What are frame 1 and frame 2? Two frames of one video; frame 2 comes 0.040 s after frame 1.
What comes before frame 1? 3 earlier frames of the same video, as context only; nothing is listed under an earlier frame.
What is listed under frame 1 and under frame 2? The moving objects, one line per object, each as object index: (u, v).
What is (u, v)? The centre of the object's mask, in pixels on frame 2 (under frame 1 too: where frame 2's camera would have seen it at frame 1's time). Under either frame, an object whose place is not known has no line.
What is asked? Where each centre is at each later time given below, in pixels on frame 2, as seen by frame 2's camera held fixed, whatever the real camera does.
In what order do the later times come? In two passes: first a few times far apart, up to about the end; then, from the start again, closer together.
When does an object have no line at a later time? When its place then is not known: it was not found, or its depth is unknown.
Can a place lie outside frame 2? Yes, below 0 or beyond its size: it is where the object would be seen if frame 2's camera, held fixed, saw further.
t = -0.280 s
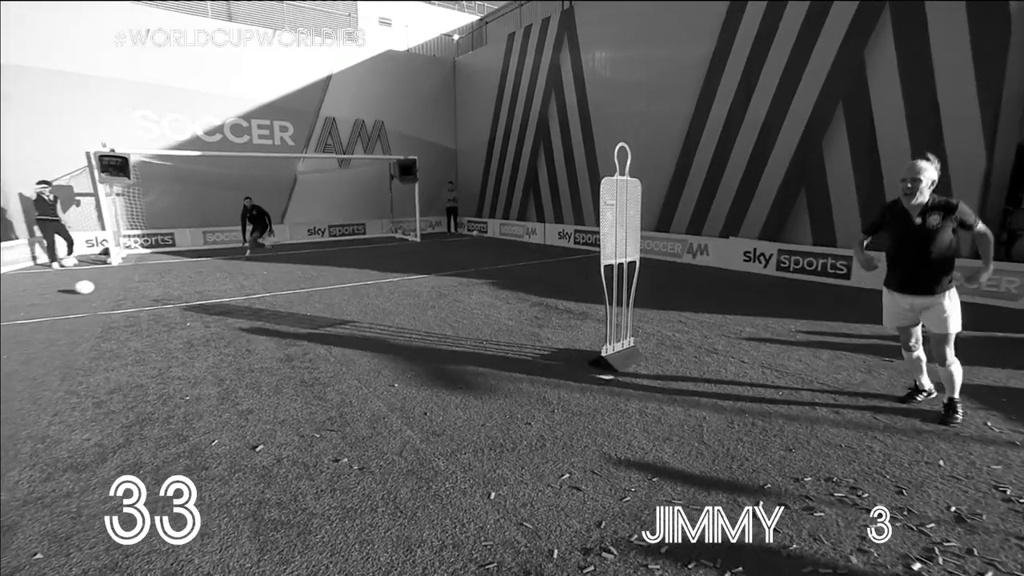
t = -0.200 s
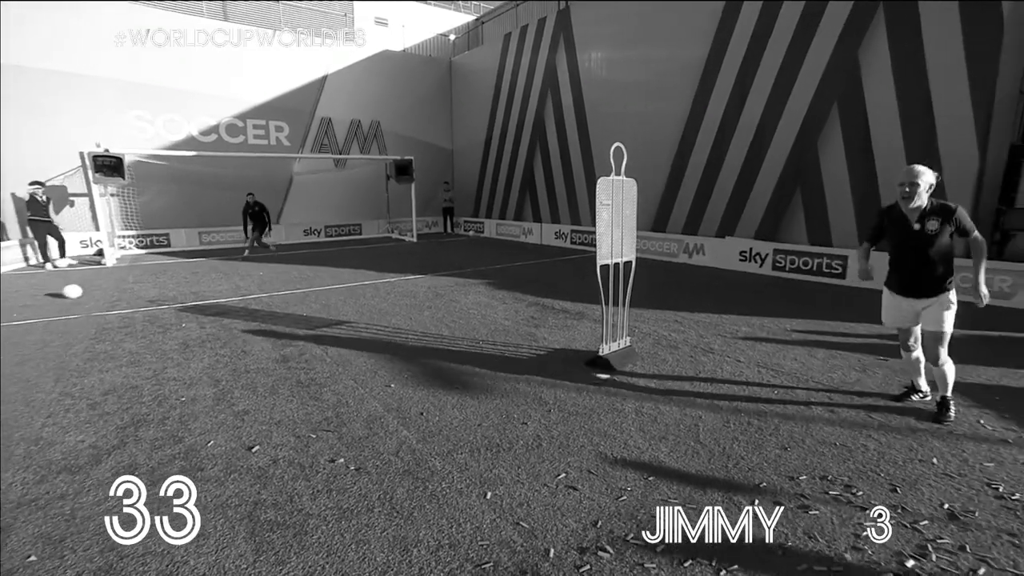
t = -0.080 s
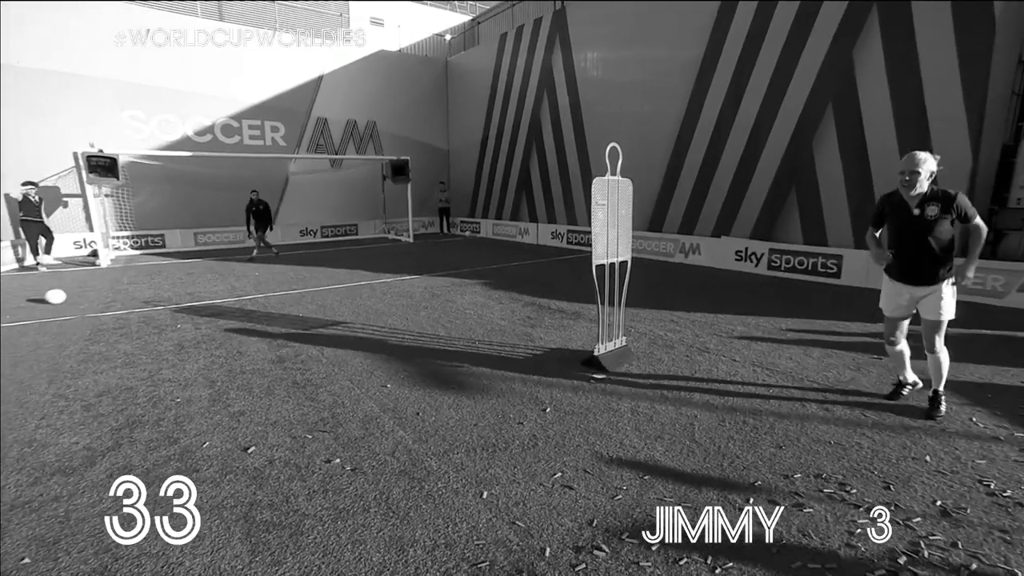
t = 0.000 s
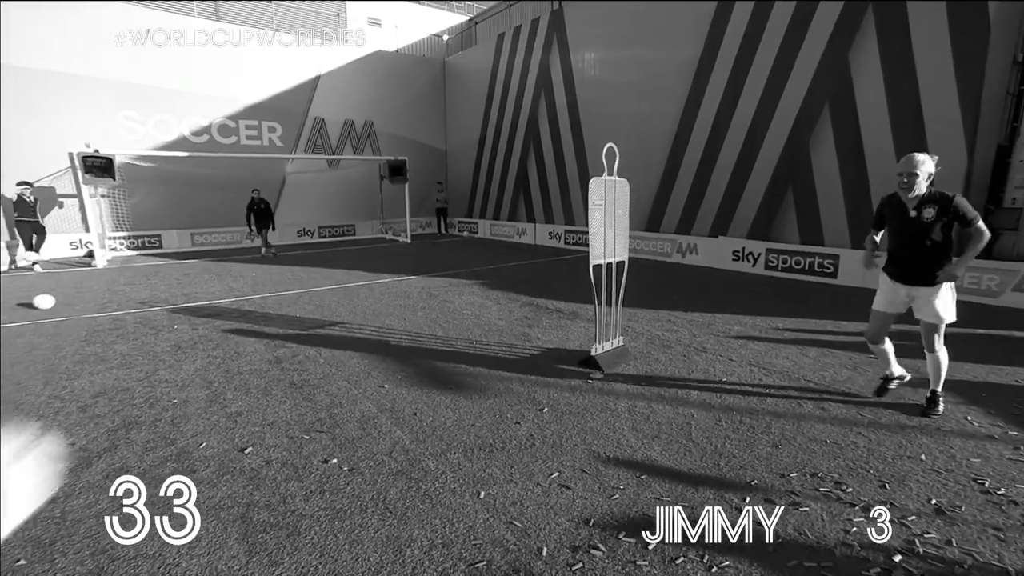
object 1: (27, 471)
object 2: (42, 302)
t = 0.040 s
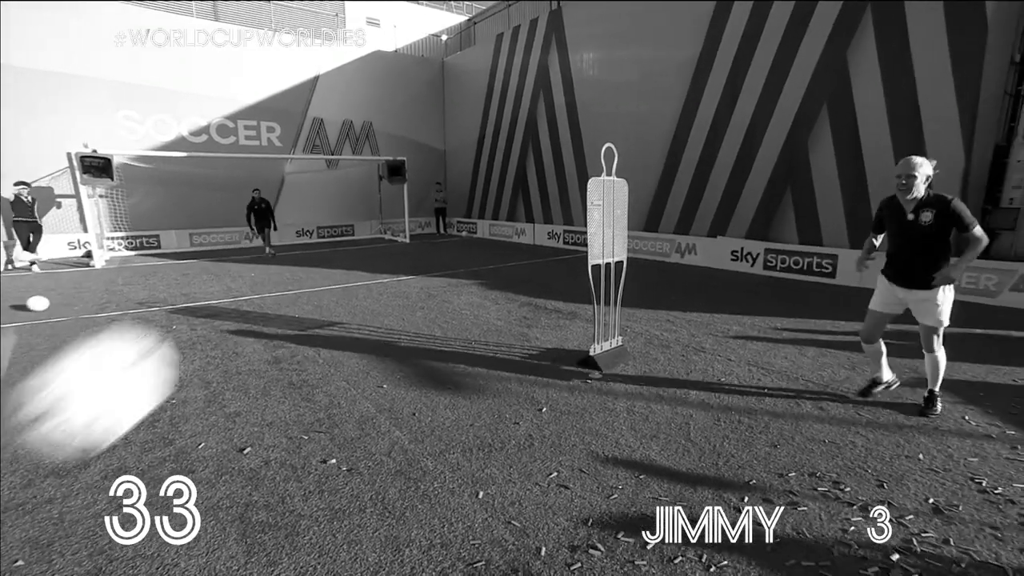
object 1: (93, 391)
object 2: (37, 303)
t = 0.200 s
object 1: (468, 133)
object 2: (20, 309)
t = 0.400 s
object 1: (728, 58)
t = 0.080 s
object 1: (209, 304)
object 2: (33, 305)
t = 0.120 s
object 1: (306, 232)
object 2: (29, 307)
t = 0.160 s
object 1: (394, 176)
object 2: (24, 308)
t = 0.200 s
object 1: (468, 133)
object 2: (20, 309)
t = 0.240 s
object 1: (537, 103)
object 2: (17, 312)
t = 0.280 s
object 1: (595, 81)
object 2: (15, 313)
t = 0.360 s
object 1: (691, 59)
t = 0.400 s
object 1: (728, 58)
